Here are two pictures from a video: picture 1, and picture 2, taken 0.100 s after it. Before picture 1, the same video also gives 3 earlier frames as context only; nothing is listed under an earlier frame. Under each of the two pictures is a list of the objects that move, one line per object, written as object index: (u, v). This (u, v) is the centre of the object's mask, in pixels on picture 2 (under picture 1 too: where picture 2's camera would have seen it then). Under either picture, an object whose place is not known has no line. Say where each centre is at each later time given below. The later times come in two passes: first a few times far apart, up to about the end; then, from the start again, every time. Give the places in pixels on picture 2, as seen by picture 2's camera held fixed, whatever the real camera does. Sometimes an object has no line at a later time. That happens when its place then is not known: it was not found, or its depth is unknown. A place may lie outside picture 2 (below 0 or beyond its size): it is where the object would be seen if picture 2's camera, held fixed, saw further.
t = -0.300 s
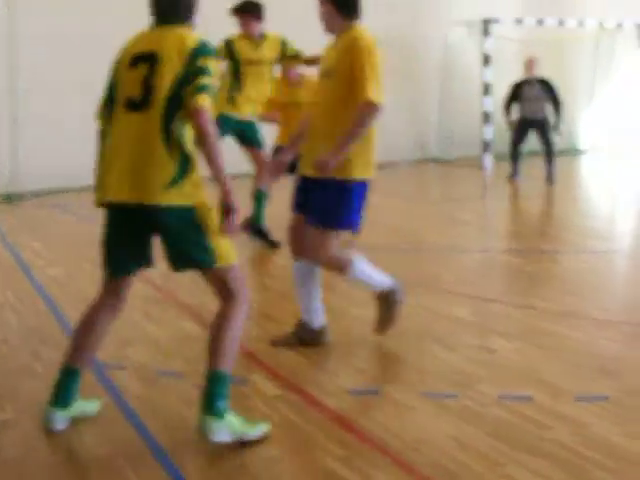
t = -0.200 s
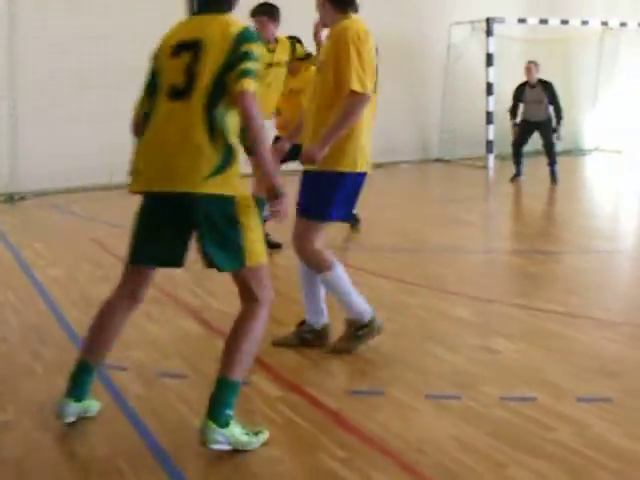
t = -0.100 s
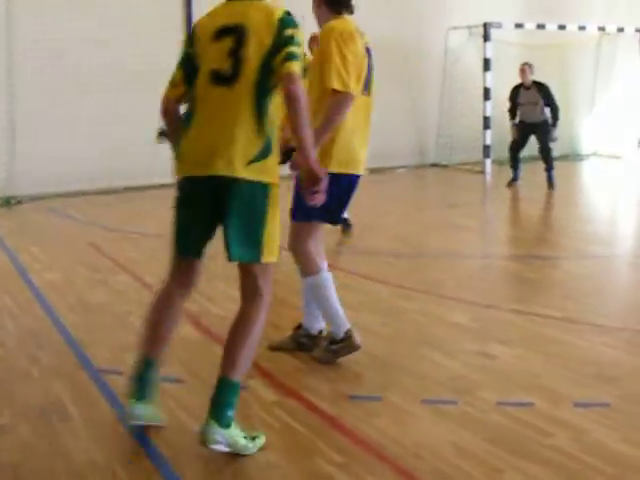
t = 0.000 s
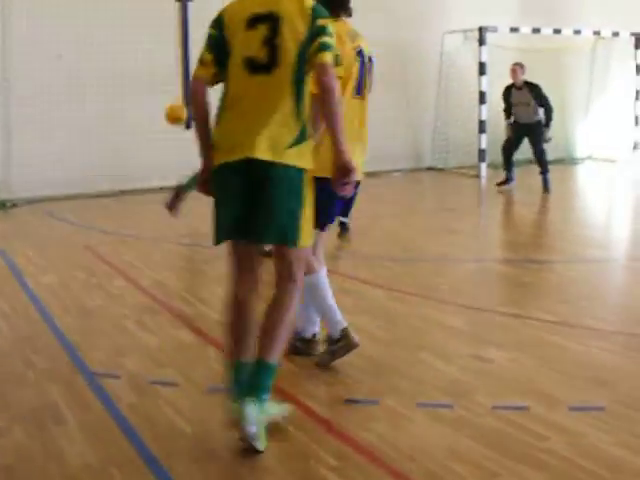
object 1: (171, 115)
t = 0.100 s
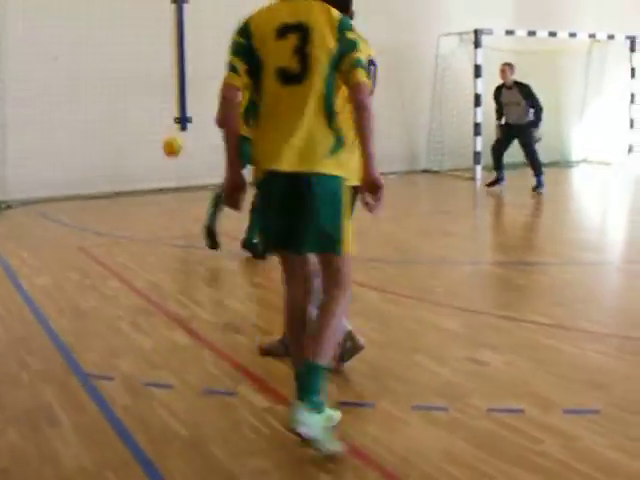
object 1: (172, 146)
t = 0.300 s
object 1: (174, 199)
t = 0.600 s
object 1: (161, 171)
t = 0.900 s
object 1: (153, 182)
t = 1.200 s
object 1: (157, 183)
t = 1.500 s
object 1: (165, 186)
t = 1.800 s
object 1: (175, 187)
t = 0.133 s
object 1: (173, 158)
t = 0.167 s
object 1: (173, 170)
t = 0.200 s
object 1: (174, 181)
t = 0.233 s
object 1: (176, 196)
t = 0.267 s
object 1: (175, 207)
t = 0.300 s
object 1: (174, 199)
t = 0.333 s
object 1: (173, 193)
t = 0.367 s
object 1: (170, 185)
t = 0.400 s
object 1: (168, 180)
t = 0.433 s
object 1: (167, 176)
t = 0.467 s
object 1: (166, 173)
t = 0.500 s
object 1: (165, 172)
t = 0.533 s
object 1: (163, 171)
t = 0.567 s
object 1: (162, 171)
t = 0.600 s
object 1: (161, 171)
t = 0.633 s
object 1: (160, 173)
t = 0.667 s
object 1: (159, 176)
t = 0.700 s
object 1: (158, 180)
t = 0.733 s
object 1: (158, 183)
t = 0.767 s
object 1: (158, 187)
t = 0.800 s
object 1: (157, 187)
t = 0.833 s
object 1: (156, 185)
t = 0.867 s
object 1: (154, 183)
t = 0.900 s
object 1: (153, 182)
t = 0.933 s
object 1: (153, 181)
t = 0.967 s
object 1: (151, 179)
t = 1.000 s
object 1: (151, 180)
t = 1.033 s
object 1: (151, 181)
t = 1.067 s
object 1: (148, 182)
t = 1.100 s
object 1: (152, 182)
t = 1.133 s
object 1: (154, 183)
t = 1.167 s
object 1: (155, 183)
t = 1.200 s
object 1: (157, 183)
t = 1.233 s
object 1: (158, 184)
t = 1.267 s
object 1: (158, 184)
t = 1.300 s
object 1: (160, 185)
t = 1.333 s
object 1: (161, 185)
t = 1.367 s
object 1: (162, 186)
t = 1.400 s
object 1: (163, 186)
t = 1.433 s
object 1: (163, 186)
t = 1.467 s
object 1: (164, 186)
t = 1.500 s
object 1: (165, 186)
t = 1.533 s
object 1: (166, 187)
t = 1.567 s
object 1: (167, 186)
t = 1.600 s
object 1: (169, 186)
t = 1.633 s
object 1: (169, 186)
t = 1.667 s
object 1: (170, 186)
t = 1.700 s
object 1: (171, 187)
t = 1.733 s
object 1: (172, 187)
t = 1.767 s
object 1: (173, 187)
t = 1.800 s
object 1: (175, 187)
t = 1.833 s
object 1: (176, 187)
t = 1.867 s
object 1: (176, 187)
